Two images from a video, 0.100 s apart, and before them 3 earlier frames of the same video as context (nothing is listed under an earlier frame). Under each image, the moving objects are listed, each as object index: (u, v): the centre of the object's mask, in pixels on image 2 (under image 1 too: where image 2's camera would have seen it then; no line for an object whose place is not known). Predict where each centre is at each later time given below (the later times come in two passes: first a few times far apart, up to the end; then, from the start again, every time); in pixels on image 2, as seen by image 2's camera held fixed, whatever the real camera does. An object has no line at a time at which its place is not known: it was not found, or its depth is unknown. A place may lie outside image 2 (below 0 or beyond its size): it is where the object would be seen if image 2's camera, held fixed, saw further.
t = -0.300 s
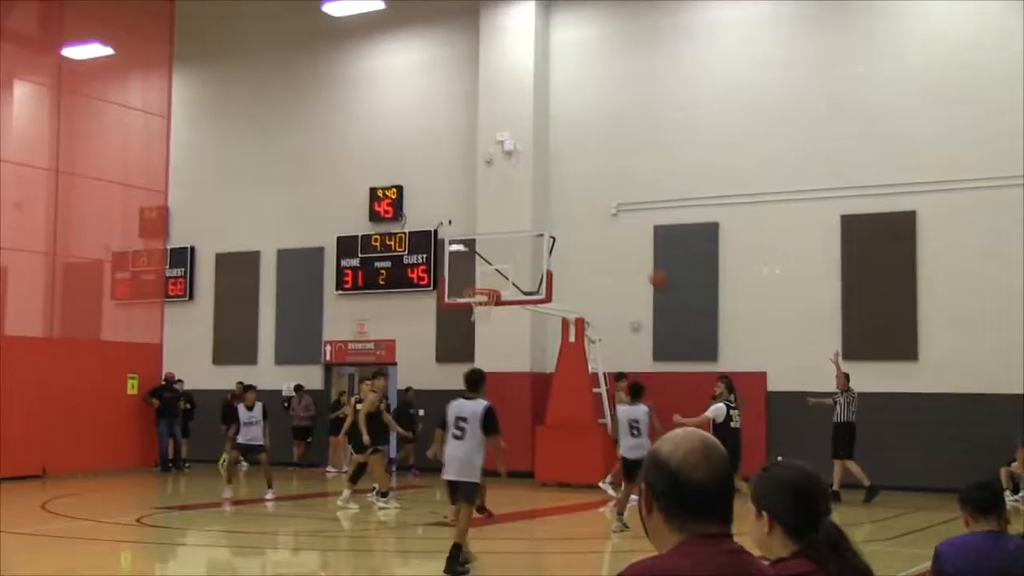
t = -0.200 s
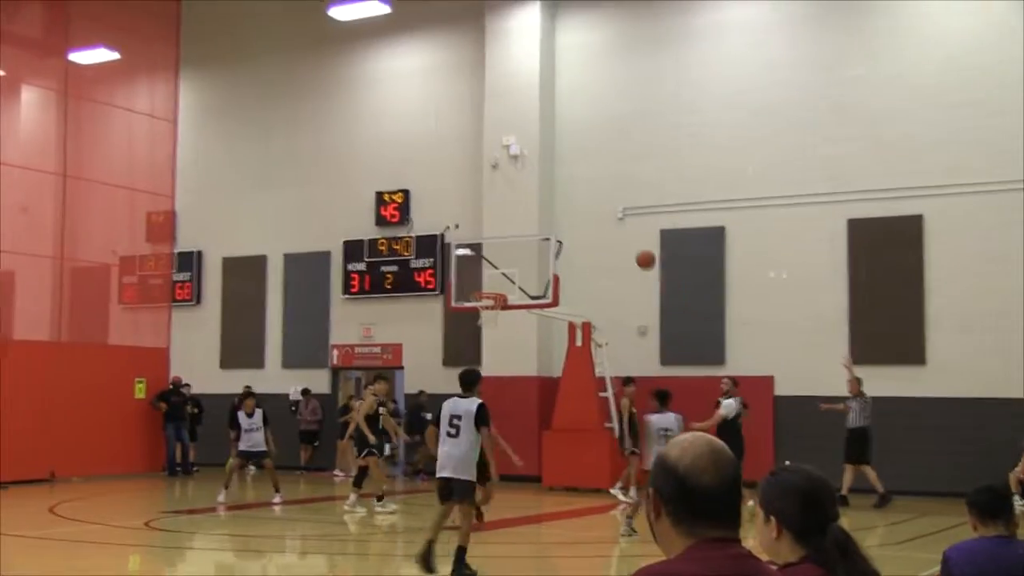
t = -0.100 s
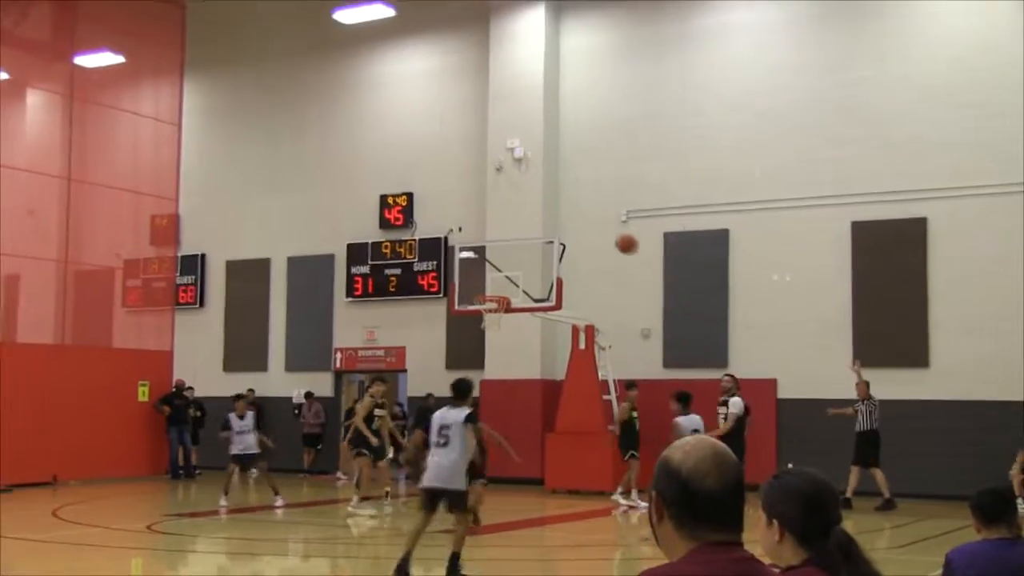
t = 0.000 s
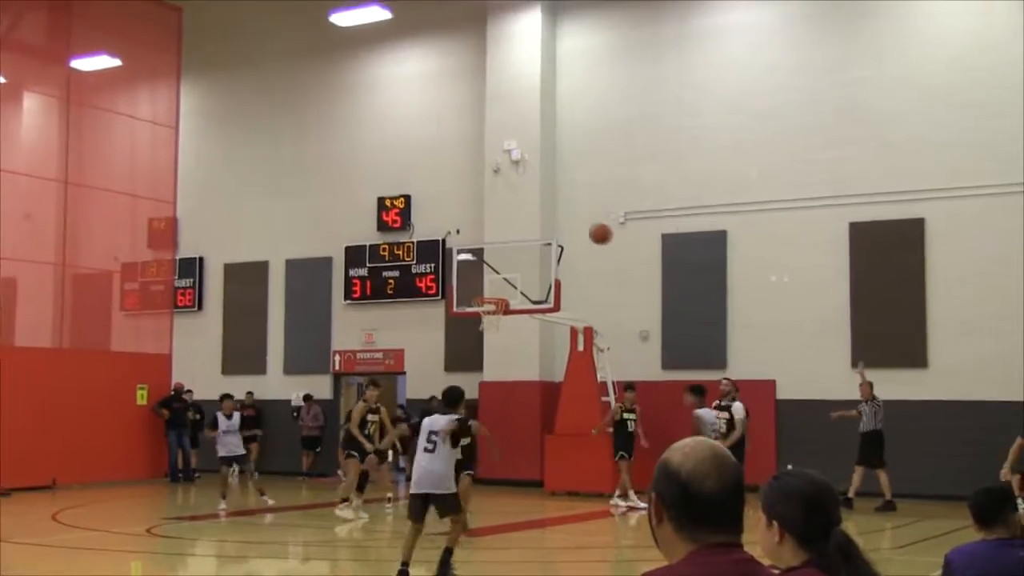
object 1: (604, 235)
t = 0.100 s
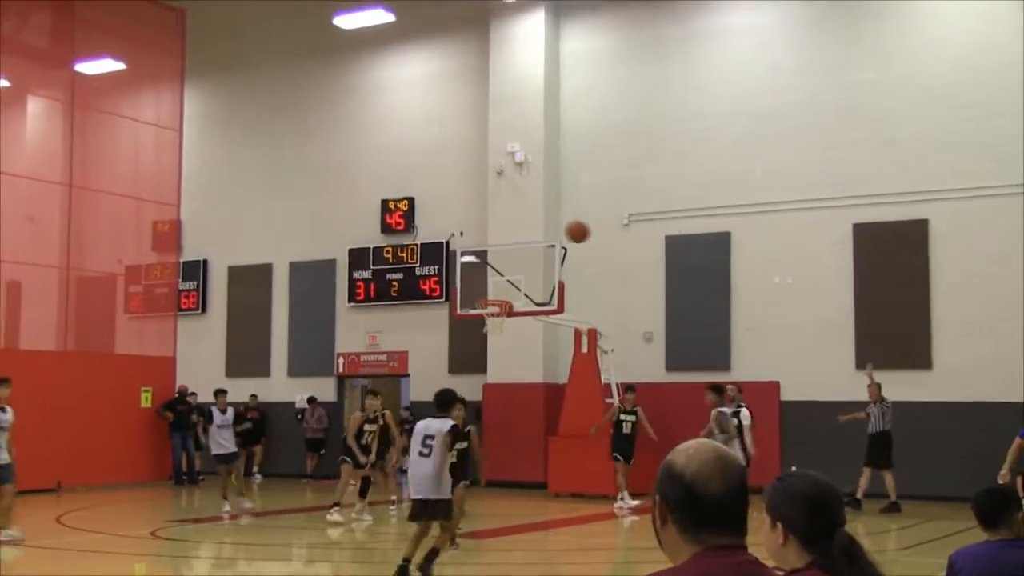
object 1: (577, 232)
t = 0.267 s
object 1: (527, 246)
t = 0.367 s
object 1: (492, 269)
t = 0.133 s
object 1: (568, 232)
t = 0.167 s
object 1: (559, 234)
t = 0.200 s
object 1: (548, 236)
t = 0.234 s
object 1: (537, 240)
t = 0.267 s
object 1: (527, 246)
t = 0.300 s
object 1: (515, 252)
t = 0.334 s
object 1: (504, 259)
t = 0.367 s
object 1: (492, 269)
